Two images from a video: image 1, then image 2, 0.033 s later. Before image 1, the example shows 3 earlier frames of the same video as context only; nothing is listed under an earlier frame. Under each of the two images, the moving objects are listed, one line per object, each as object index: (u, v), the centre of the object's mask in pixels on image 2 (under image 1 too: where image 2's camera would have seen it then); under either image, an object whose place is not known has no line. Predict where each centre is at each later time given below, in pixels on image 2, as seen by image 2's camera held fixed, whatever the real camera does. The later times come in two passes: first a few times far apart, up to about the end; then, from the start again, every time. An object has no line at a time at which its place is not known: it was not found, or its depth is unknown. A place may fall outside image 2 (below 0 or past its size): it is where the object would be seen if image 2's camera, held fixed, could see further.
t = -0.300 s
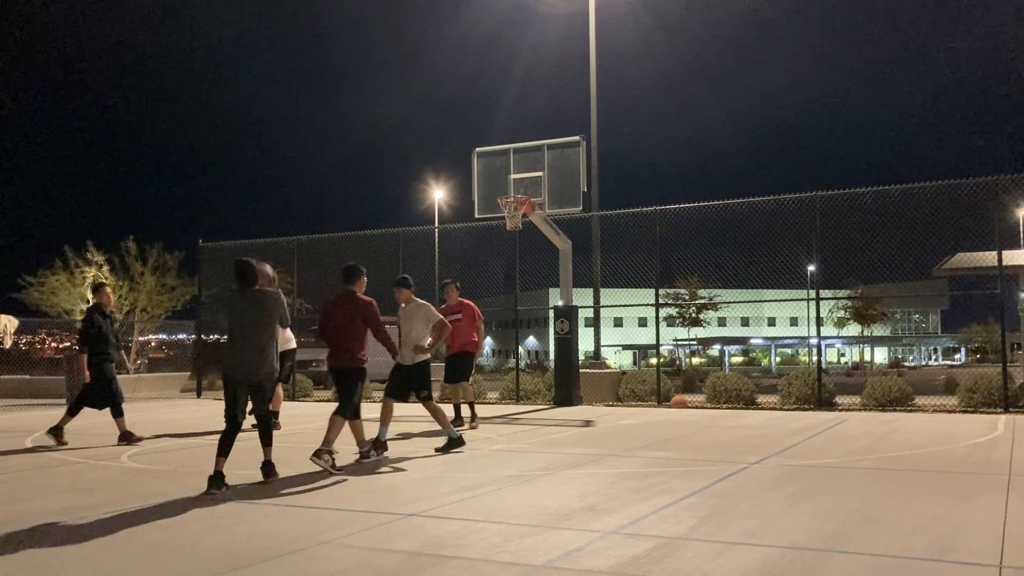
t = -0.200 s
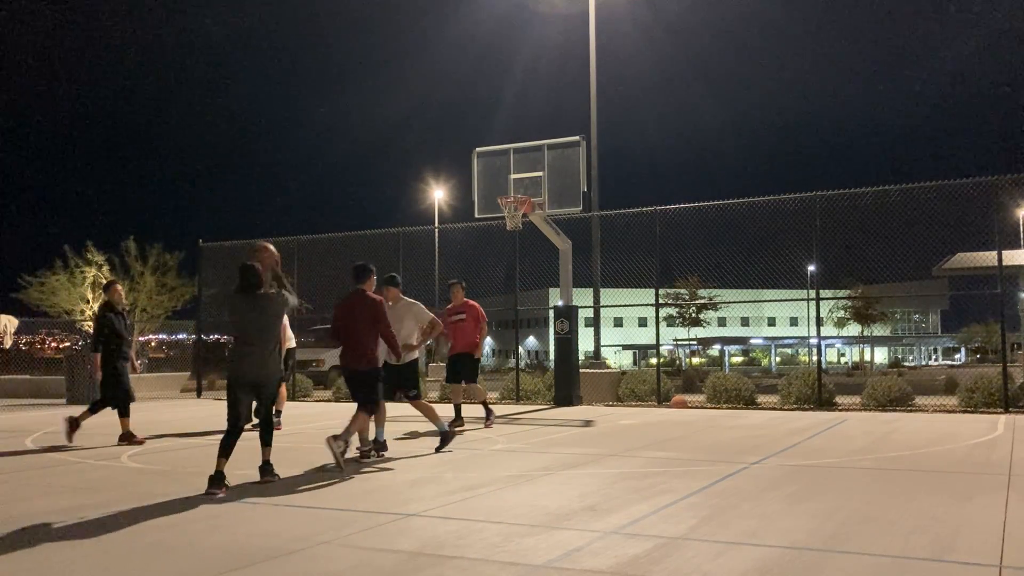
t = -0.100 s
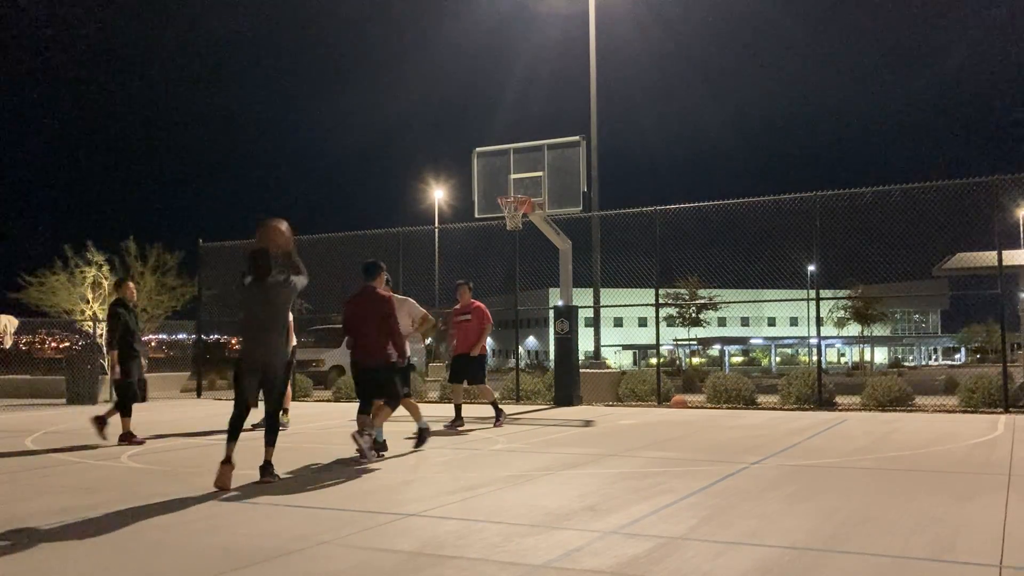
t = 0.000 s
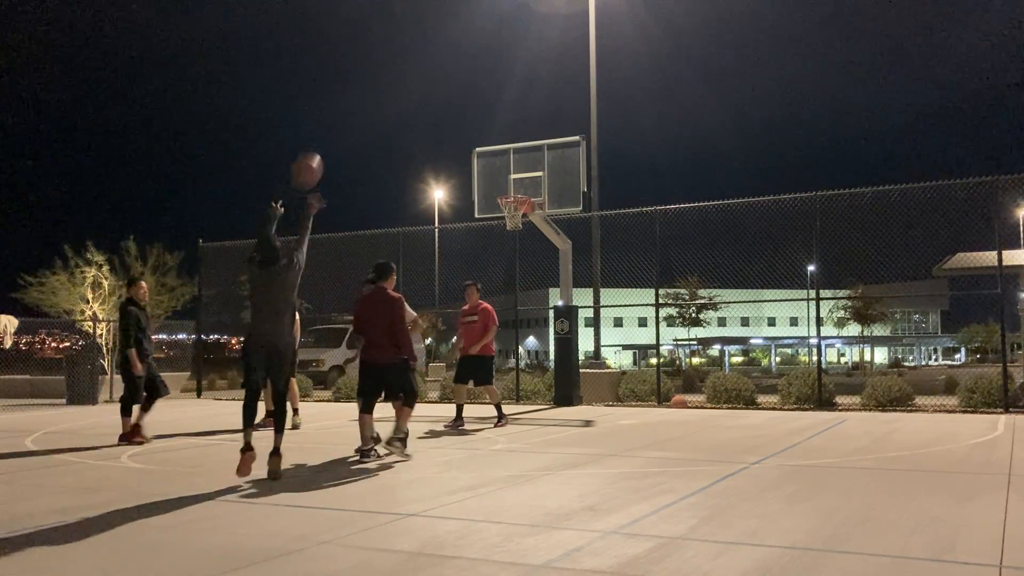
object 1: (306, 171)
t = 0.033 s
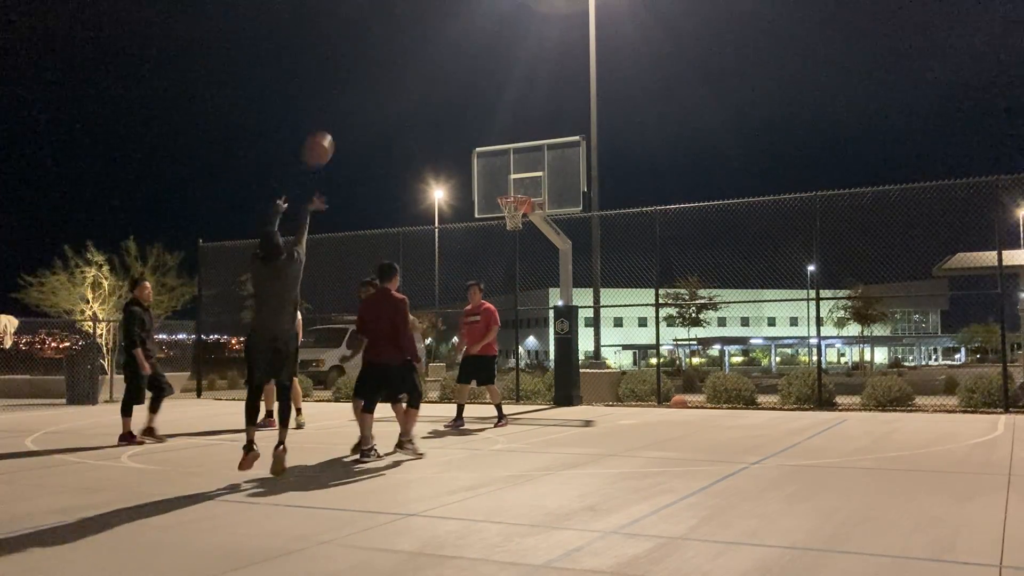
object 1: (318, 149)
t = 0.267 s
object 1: (382, 60)
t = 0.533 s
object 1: (436, 42)
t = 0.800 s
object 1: (475, 84)
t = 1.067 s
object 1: (507, 161)
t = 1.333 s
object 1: (515, 171)
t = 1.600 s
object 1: (514, 163)
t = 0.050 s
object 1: (323, 140)
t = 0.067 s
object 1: (329, 131)
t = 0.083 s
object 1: (333, 122)
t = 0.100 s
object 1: (339, 115)
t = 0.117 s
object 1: (342, 108)
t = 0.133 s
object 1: (348, 100)
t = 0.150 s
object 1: (353, 93)
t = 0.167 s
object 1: (357, 88)
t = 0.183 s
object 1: (362, 83)
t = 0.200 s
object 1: (366, 77)
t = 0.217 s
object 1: (371, 72)
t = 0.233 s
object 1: (375, 68)
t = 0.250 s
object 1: (379, 64)
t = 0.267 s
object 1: (382, 60)
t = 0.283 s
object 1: (387, 57)
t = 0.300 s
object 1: (390, 53)
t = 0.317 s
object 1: (394, 51)
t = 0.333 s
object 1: (397, 48)
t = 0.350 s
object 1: (401, 46)
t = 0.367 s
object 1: (405, 45)
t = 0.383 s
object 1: (408, 44)
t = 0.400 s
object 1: (411, 43)
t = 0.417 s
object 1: (416, 41)
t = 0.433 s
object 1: (419, 41)
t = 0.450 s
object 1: (422, 41)
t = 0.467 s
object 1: (424, 40)
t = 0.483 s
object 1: (428, 41)
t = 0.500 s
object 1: (431, 41)
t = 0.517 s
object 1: (434, 42)
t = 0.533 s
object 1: (436, 42)
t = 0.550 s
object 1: (439, 44)
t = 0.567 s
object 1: (442, 45)
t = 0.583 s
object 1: (445, 47)
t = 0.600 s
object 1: (447, 49)
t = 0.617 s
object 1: (450, 51)
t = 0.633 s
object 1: (452, 53)
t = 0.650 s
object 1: (455, 55)
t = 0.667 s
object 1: (457, 58)
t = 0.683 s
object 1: (460, 60)
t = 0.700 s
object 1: (462, 63)
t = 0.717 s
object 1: (465, 66)
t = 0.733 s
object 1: (467, 69)
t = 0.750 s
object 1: (469, 73)
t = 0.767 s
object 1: (471, 77)
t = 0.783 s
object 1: (473, 81)
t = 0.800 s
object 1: (475, 84)
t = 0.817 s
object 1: (477, 88)
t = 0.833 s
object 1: (479, 92)
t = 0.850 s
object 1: (481, 96)
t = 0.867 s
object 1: (483, 101)
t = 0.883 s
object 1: (485, 105)
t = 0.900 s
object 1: (487, 110)
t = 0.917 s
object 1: (489, 115)
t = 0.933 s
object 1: (492, 120)
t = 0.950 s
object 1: (493, 125)
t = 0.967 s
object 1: (495, 130)
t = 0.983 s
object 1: (497, 136)
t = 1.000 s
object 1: (499, 140)
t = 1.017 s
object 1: (501, 144)
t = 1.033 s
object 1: (503, 151)
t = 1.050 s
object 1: (505, 155)
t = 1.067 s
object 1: (507, 161)
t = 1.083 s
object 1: (509, 166)
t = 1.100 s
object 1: (510, 173)
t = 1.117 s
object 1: (512, 180)
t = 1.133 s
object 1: (513, 186)
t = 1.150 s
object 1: (515, 191)
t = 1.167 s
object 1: (515, 192)
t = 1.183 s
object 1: (515, 190)
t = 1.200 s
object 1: (516, 189)
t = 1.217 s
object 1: (515, 189)
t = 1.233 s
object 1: (515, 188)
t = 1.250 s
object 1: (515, 185)
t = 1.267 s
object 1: (515, 184)
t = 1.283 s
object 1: (515, 178)
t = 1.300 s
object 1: (515, 175)
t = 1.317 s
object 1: (515, 173)
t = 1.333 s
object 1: (515, 171)
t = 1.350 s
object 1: (515, 169)
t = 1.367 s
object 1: (515, 168)
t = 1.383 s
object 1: (515, 166)
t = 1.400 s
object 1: (515, 165)
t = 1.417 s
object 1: (515, 164)
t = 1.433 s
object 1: (515, 163)
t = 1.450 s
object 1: (515, 162)
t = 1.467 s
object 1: (515, 162)
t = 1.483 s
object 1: (515, 162)
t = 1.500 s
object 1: (515, 161)
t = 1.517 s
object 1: (515, 161)
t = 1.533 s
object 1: (515, 162)
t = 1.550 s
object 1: (515, 162)
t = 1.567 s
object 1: (515, 162)
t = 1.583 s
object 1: (514, 163)
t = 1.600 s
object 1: (514, 163)
